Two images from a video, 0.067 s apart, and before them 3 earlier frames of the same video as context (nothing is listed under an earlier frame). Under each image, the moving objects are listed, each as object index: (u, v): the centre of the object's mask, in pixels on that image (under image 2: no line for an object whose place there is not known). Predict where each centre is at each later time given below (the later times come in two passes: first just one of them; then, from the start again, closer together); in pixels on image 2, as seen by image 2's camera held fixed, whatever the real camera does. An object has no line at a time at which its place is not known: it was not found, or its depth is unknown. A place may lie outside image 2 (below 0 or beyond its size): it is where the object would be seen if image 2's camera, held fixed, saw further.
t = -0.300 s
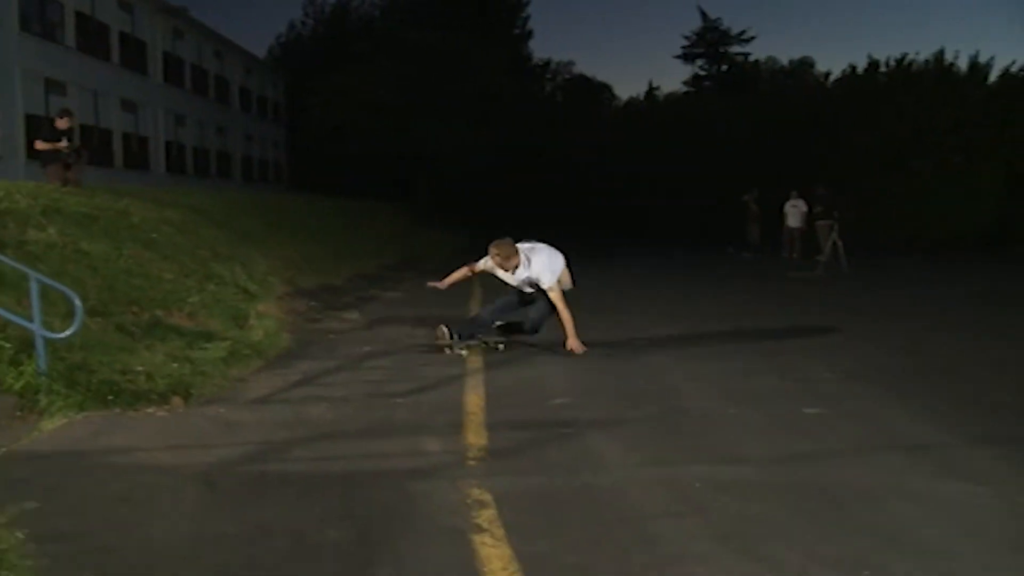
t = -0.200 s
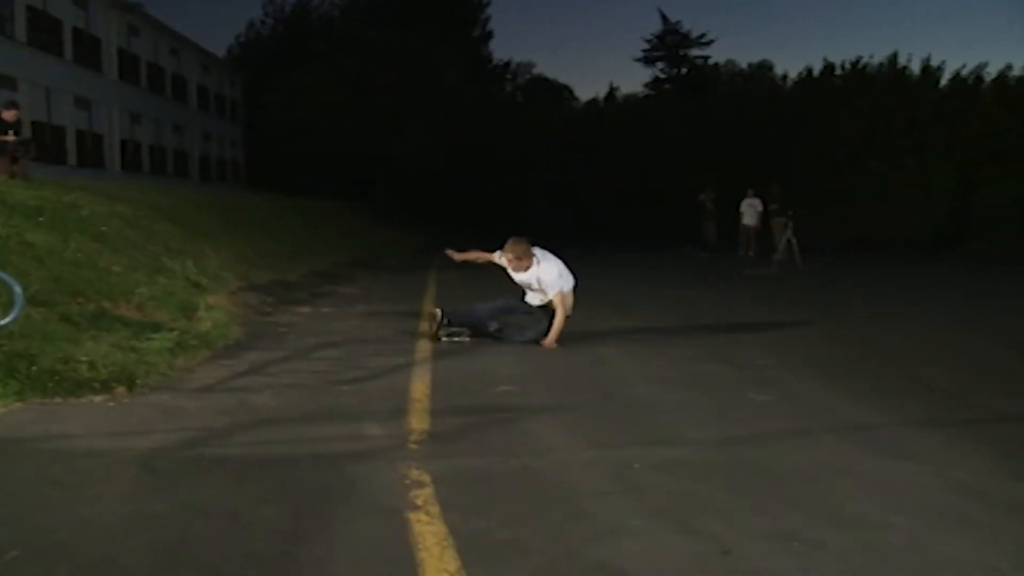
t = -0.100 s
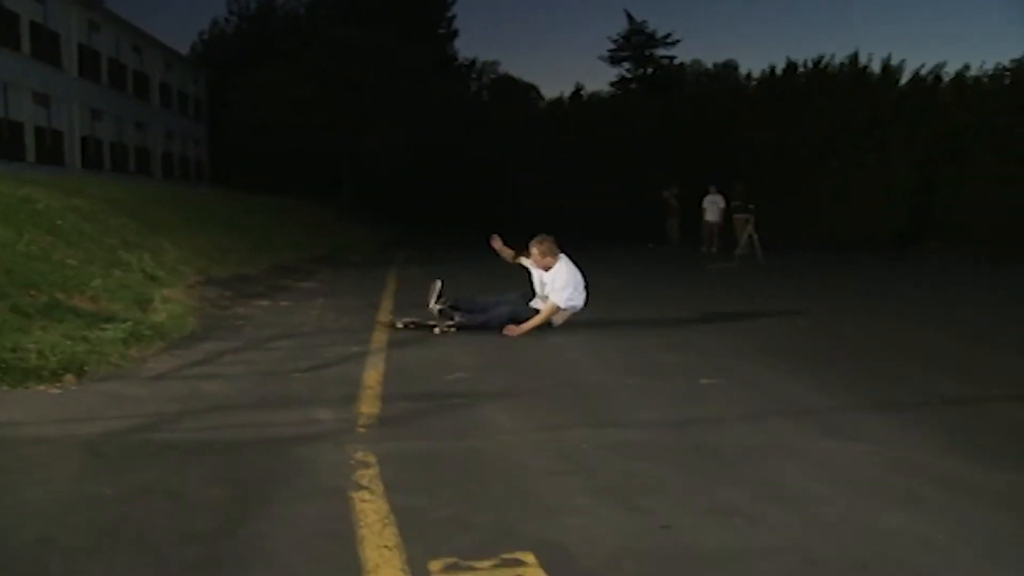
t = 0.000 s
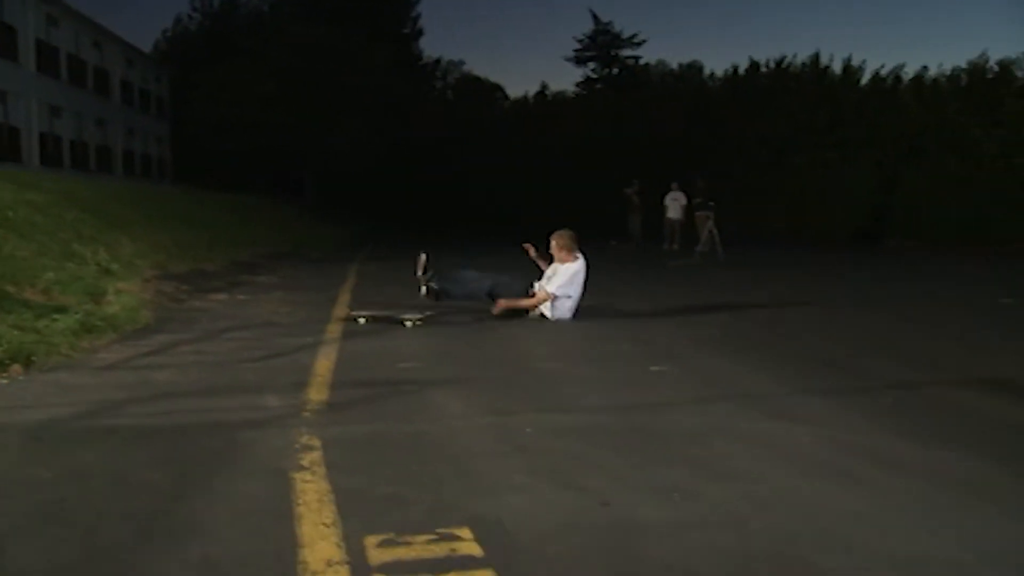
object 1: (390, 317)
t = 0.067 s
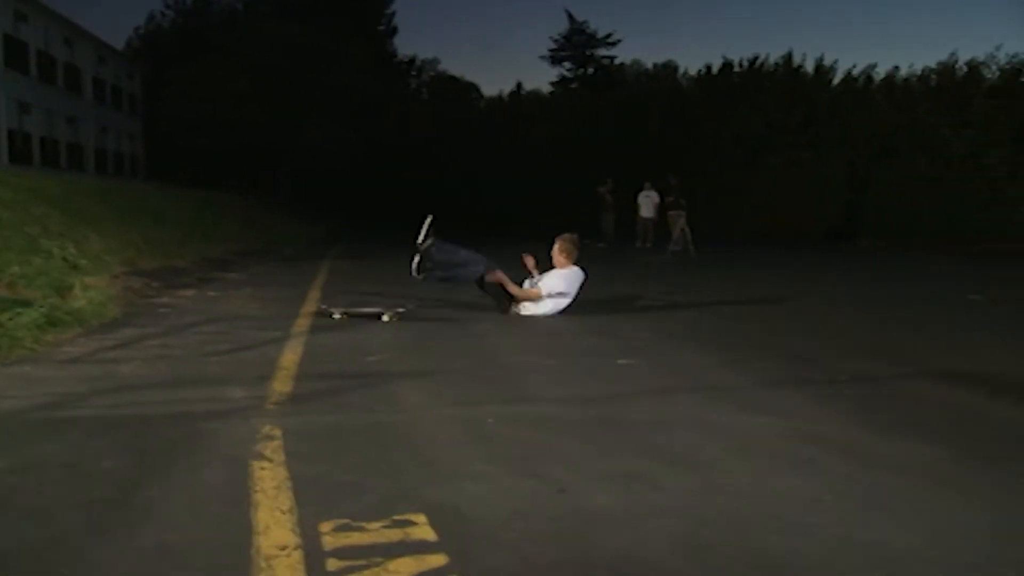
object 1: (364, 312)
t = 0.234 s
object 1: (382, 312)
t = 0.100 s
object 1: (368, 312)
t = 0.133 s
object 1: (372, 311)
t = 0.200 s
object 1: (379, 312)
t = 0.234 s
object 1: (382, 312)
